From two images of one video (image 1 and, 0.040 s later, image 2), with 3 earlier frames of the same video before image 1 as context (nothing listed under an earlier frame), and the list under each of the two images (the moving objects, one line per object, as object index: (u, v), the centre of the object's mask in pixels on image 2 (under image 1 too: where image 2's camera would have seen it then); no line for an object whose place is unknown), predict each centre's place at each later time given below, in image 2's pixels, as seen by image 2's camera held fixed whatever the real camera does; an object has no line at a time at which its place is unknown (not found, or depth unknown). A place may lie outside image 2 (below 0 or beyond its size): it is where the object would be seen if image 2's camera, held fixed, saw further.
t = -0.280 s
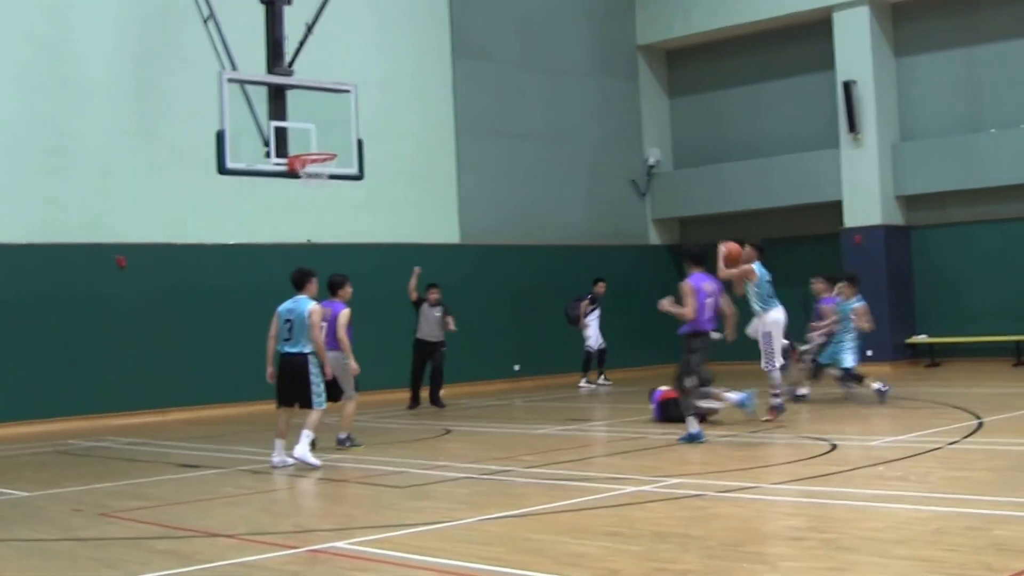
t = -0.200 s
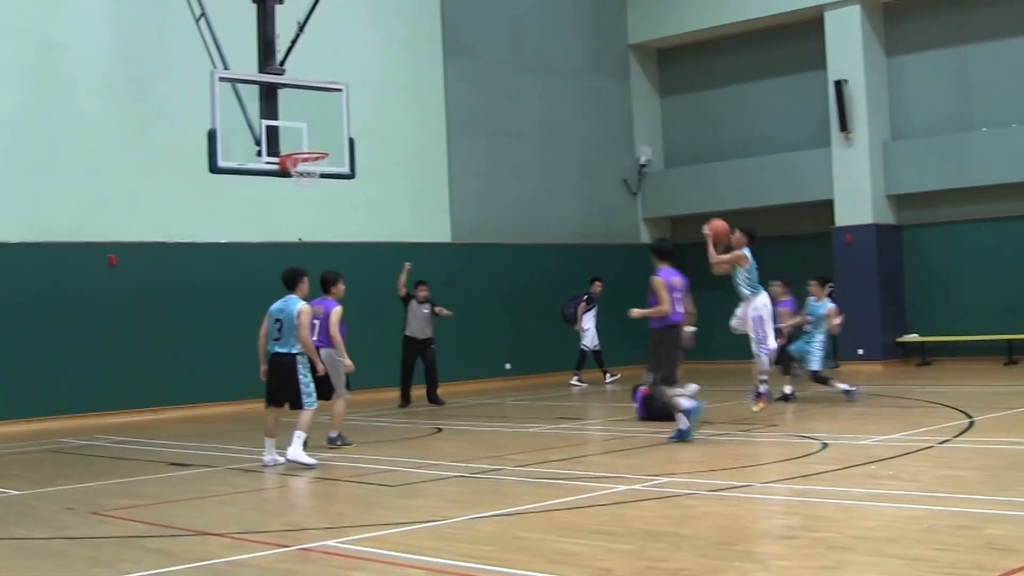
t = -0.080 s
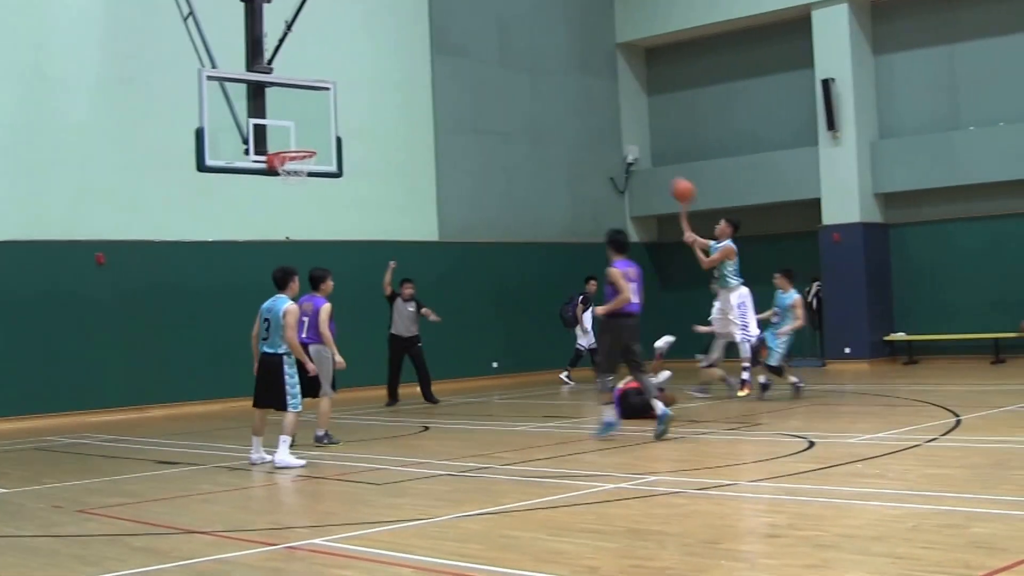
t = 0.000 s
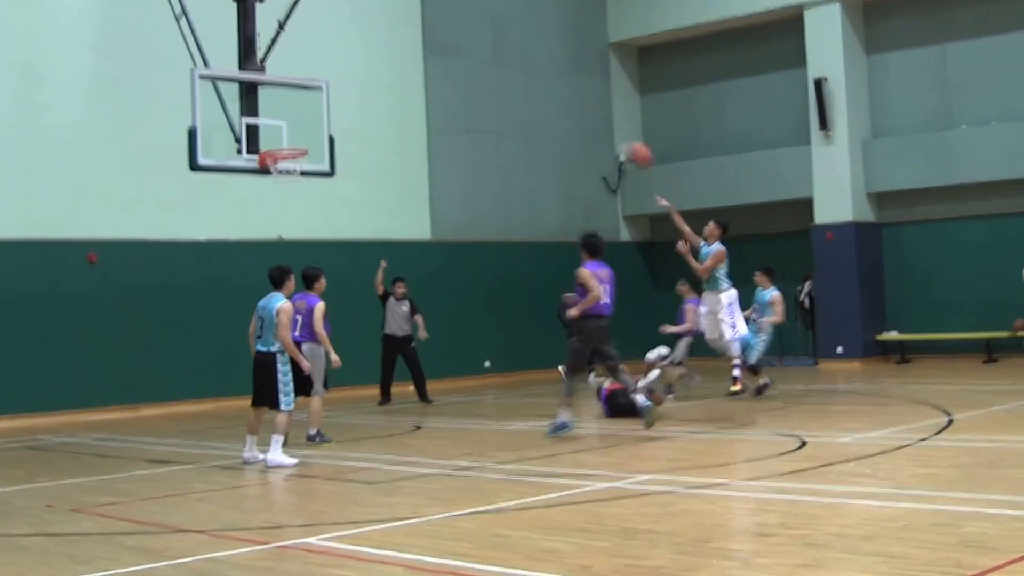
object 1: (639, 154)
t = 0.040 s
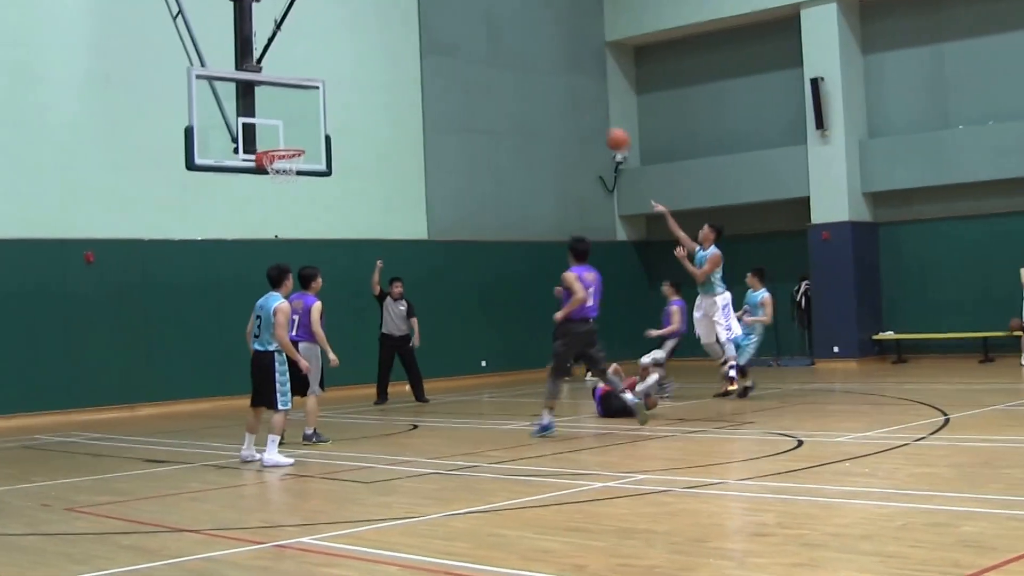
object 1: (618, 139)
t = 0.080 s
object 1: (598, 126)
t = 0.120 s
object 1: (579, 114)
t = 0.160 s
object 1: (560, 103)
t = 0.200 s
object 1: (541, 94)
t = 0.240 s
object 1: (523, 87)
